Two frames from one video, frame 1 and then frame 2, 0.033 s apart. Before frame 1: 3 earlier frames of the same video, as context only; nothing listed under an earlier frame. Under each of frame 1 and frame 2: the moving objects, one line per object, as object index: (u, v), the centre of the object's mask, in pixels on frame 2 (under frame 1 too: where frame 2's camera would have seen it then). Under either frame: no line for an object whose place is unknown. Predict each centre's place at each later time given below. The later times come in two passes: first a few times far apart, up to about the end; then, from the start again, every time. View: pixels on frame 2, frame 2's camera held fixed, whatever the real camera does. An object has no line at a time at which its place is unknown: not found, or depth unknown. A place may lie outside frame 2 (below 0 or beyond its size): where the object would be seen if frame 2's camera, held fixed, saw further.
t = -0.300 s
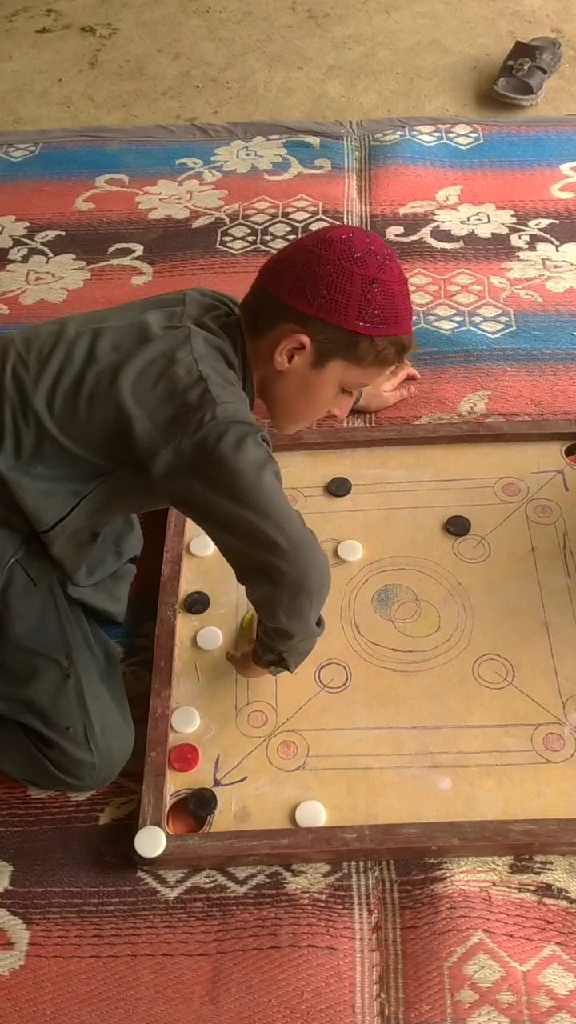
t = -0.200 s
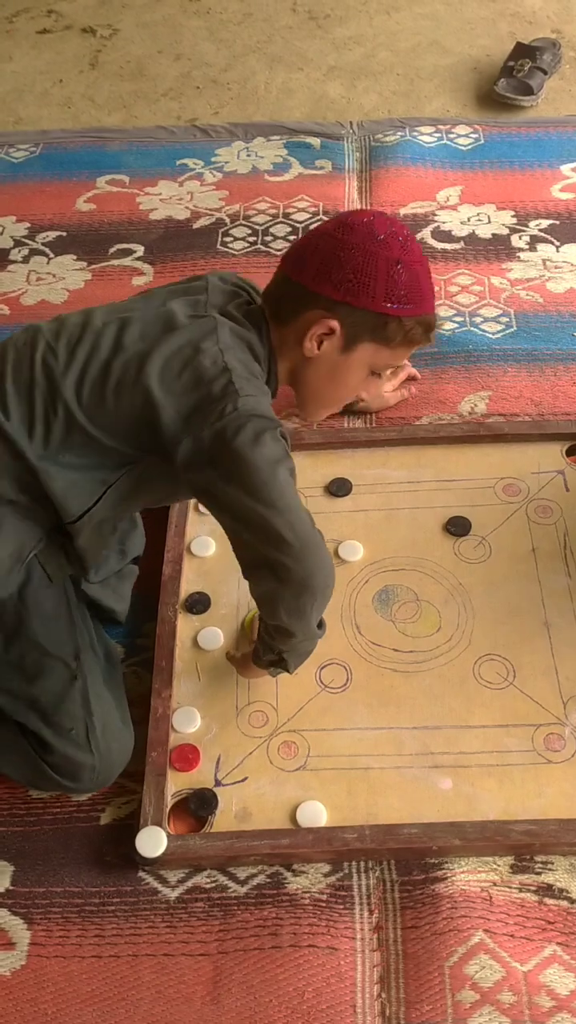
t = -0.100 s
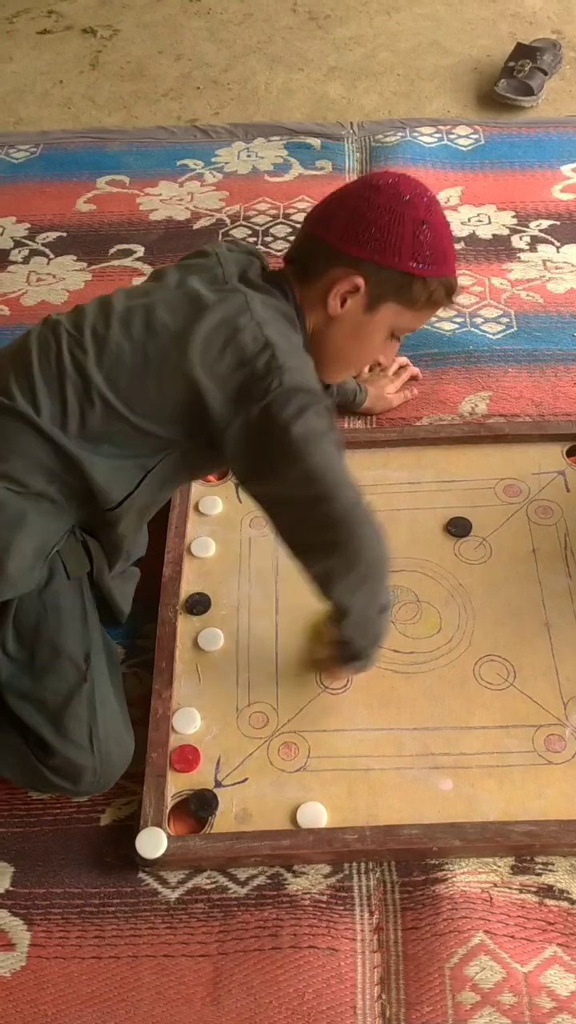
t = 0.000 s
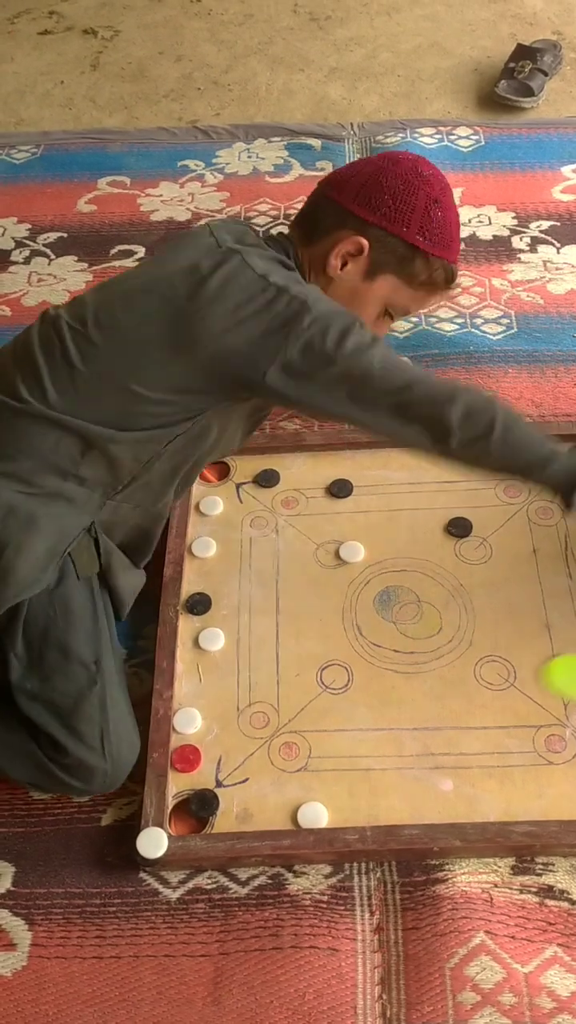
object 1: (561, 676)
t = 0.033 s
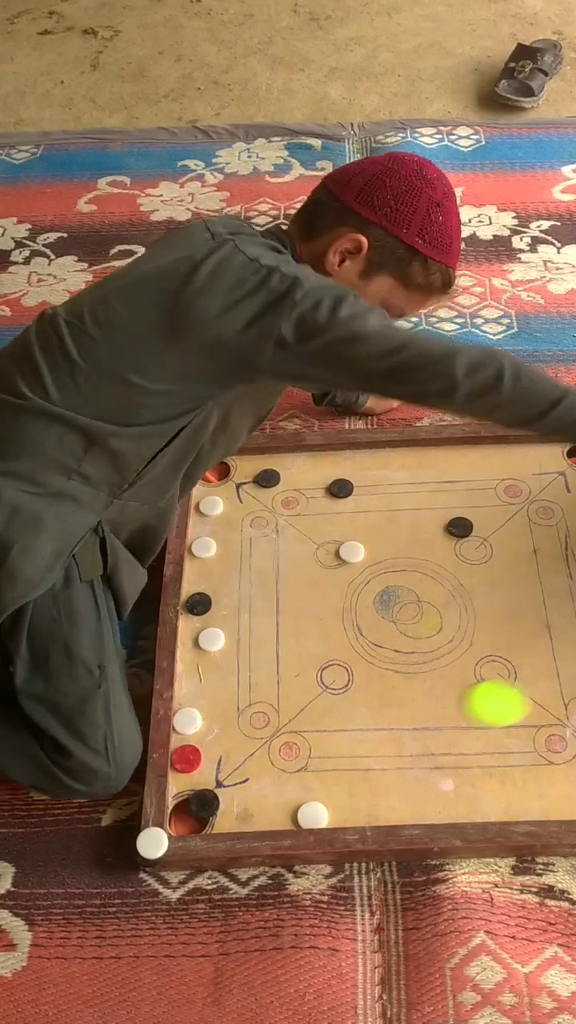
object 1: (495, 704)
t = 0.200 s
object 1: (228, 794)
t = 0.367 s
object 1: (215, 786)
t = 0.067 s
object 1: (418, 730)
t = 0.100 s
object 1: (339, 760)
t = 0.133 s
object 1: (261, 788)
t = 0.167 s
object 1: (231, 797)
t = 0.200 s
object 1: (228, 794)
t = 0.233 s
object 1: (225, 791)
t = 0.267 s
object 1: (221, 790)
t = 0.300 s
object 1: (218, 788)
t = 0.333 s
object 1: (216, 787)
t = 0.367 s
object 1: (215, 786)
